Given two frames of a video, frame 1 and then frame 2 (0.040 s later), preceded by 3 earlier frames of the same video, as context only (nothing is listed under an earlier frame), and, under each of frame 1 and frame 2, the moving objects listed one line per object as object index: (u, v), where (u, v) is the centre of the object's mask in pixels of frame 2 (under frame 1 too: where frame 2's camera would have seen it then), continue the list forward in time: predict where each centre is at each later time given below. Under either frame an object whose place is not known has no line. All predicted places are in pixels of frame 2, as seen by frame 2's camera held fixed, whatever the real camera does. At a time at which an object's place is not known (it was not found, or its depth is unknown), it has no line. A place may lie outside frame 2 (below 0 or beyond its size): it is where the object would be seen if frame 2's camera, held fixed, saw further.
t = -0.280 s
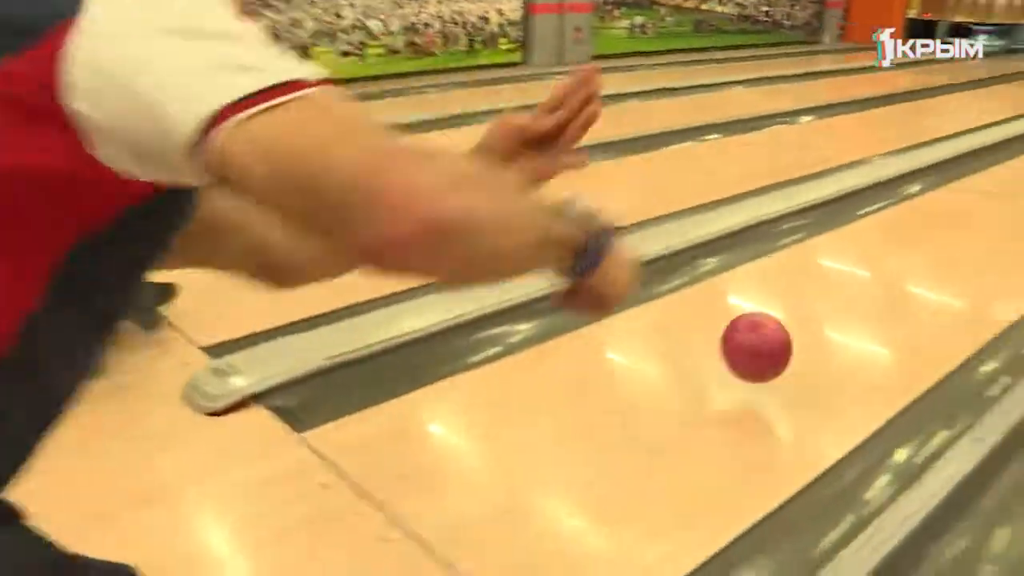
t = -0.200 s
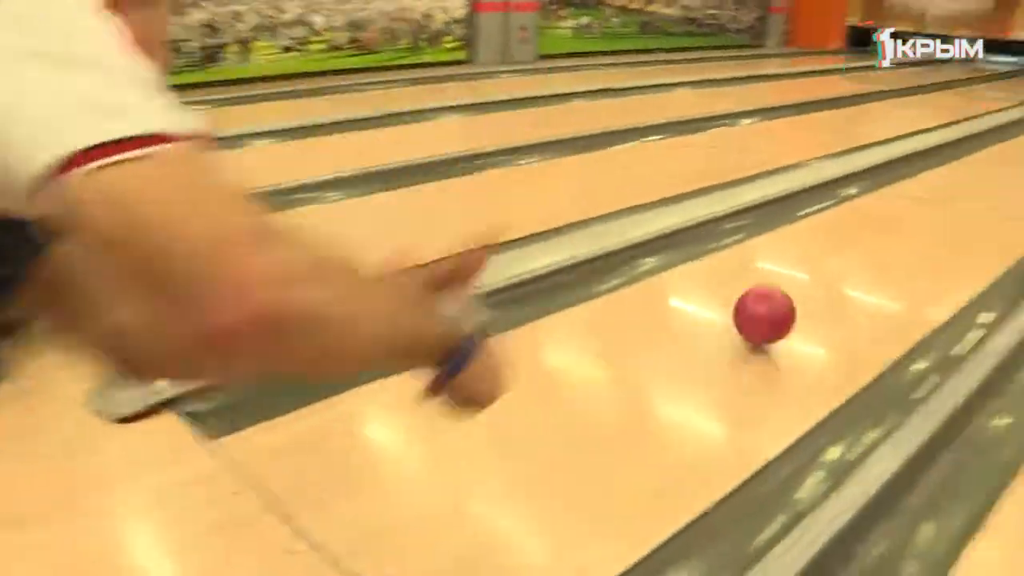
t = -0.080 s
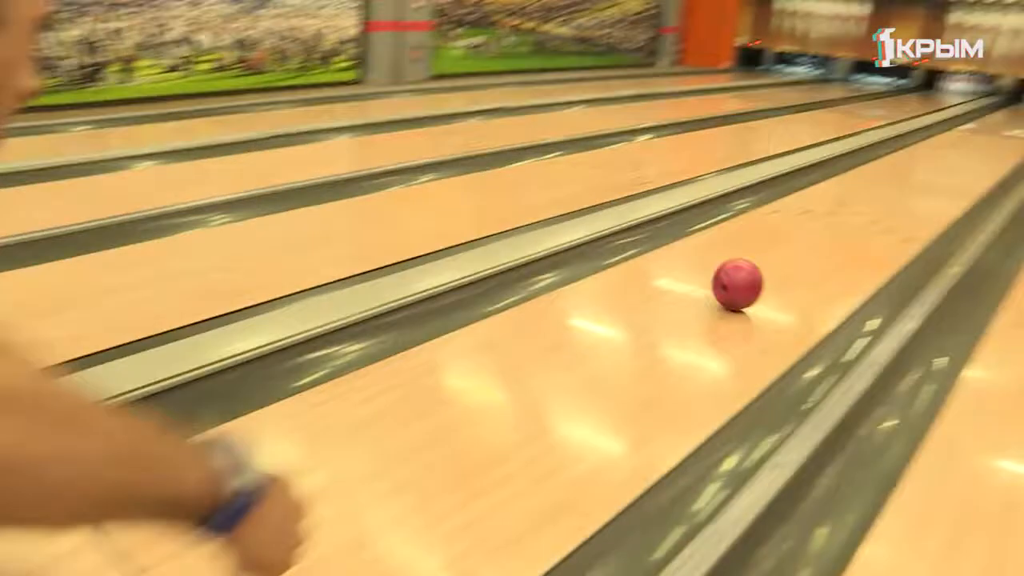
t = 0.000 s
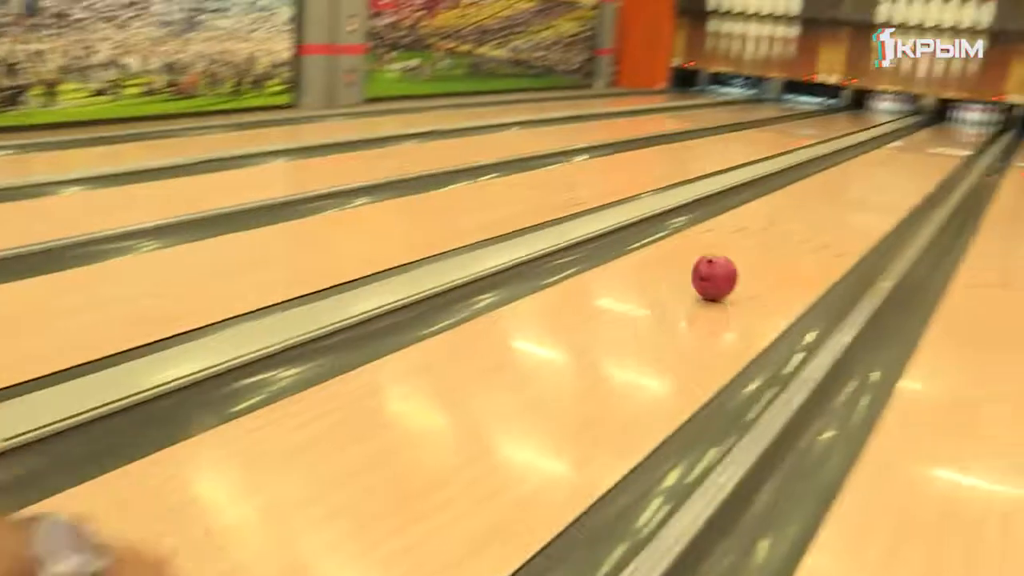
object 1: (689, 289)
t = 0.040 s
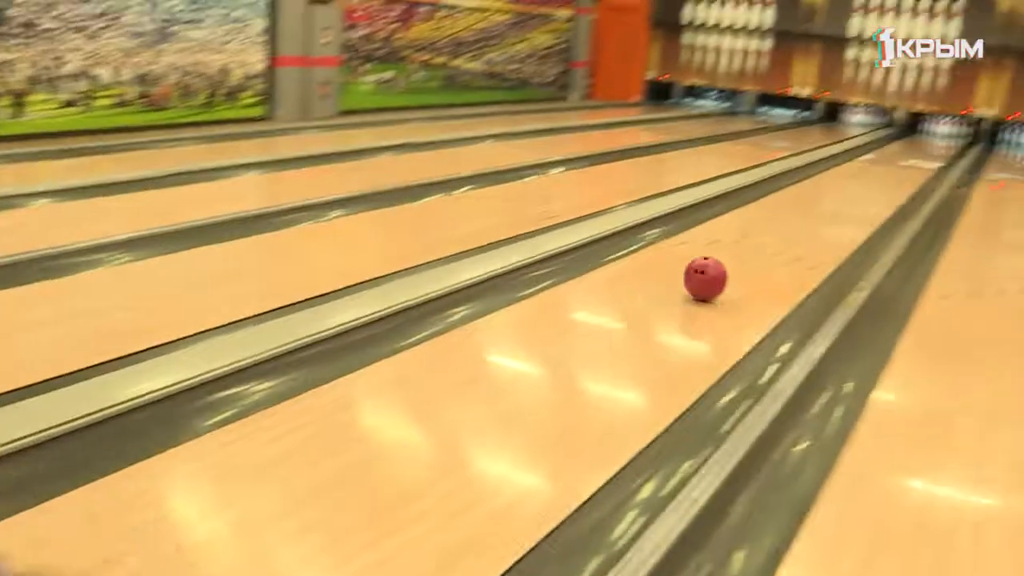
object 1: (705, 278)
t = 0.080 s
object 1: (719, 269)
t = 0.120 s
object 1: (732, 260)
